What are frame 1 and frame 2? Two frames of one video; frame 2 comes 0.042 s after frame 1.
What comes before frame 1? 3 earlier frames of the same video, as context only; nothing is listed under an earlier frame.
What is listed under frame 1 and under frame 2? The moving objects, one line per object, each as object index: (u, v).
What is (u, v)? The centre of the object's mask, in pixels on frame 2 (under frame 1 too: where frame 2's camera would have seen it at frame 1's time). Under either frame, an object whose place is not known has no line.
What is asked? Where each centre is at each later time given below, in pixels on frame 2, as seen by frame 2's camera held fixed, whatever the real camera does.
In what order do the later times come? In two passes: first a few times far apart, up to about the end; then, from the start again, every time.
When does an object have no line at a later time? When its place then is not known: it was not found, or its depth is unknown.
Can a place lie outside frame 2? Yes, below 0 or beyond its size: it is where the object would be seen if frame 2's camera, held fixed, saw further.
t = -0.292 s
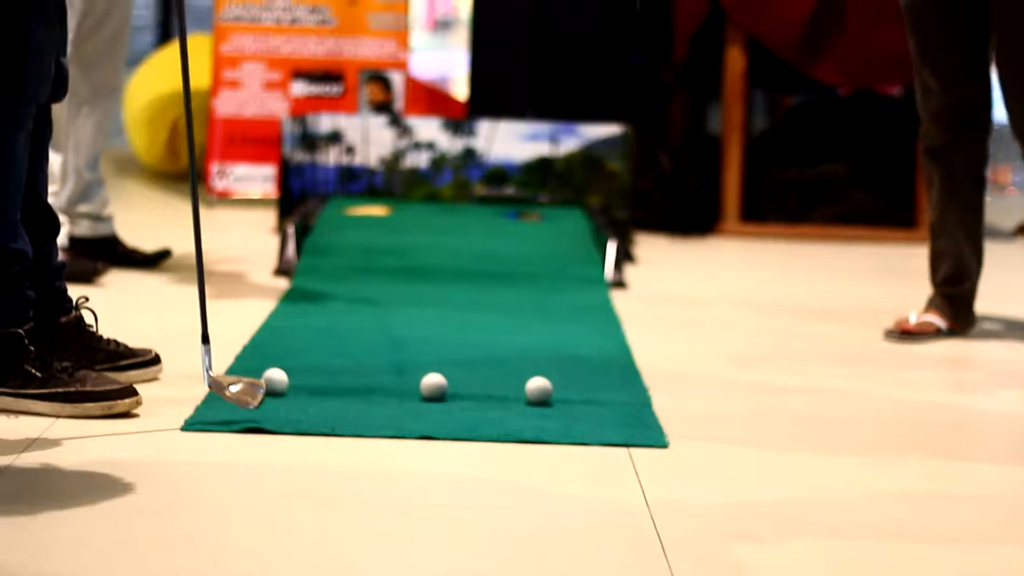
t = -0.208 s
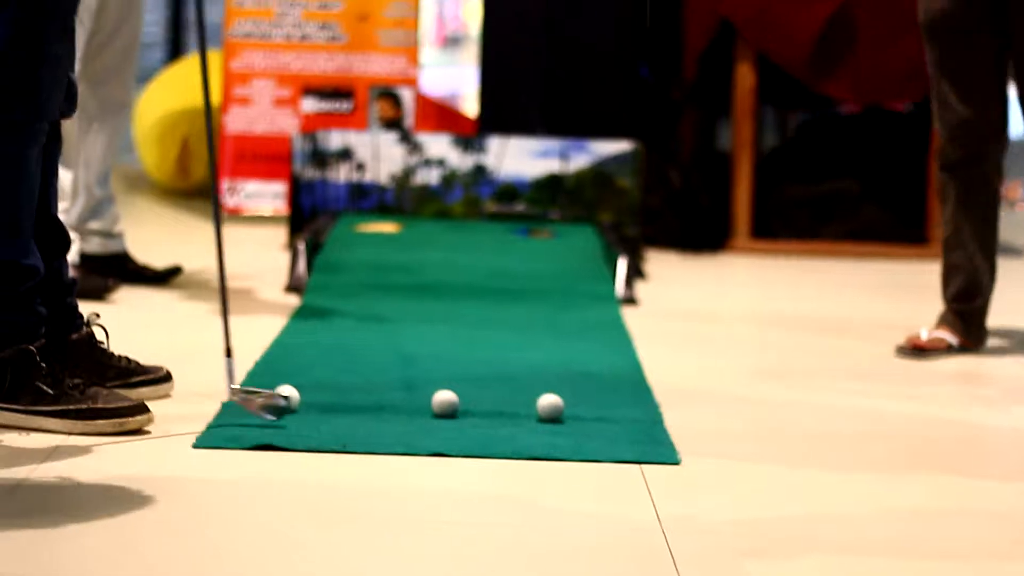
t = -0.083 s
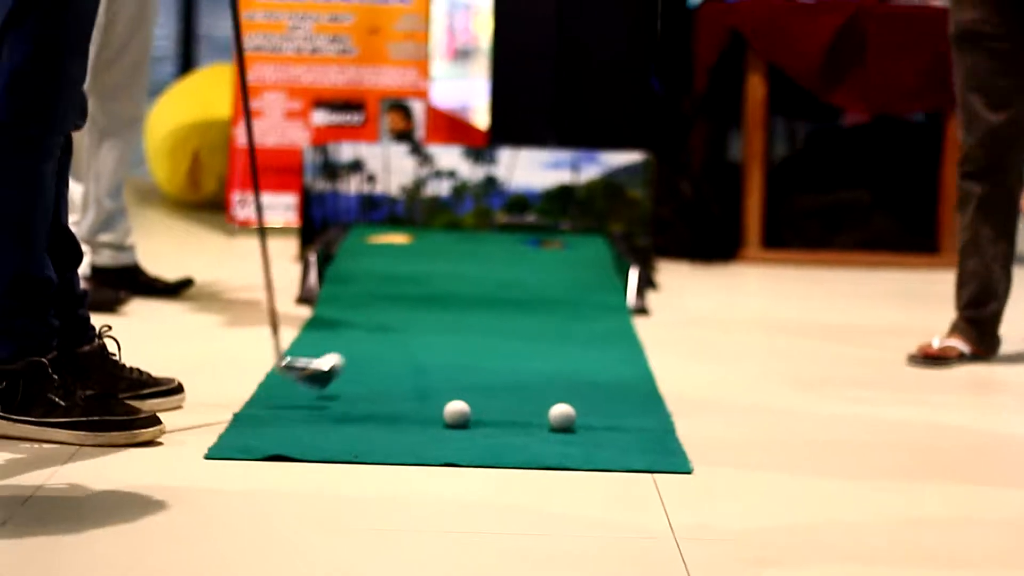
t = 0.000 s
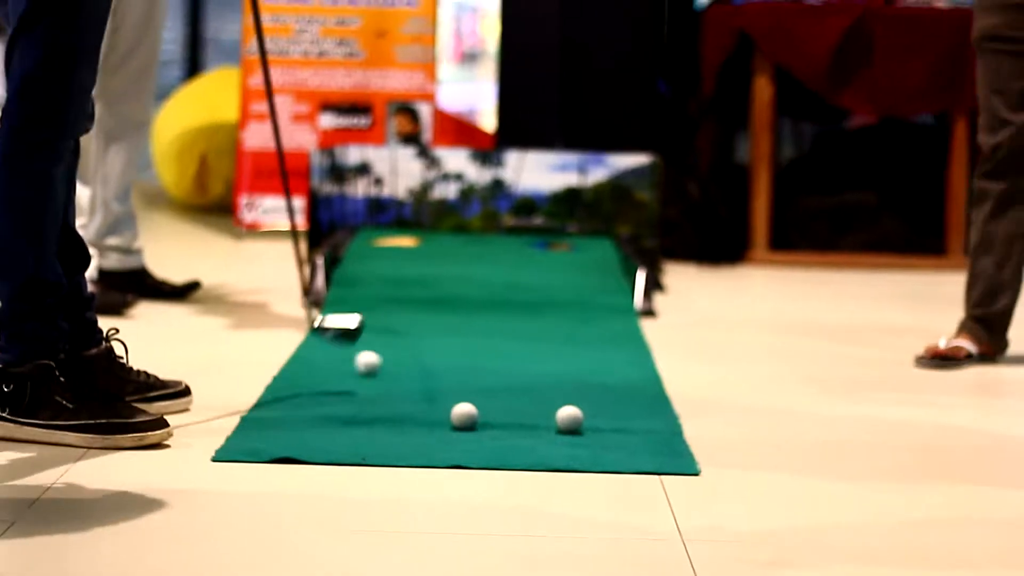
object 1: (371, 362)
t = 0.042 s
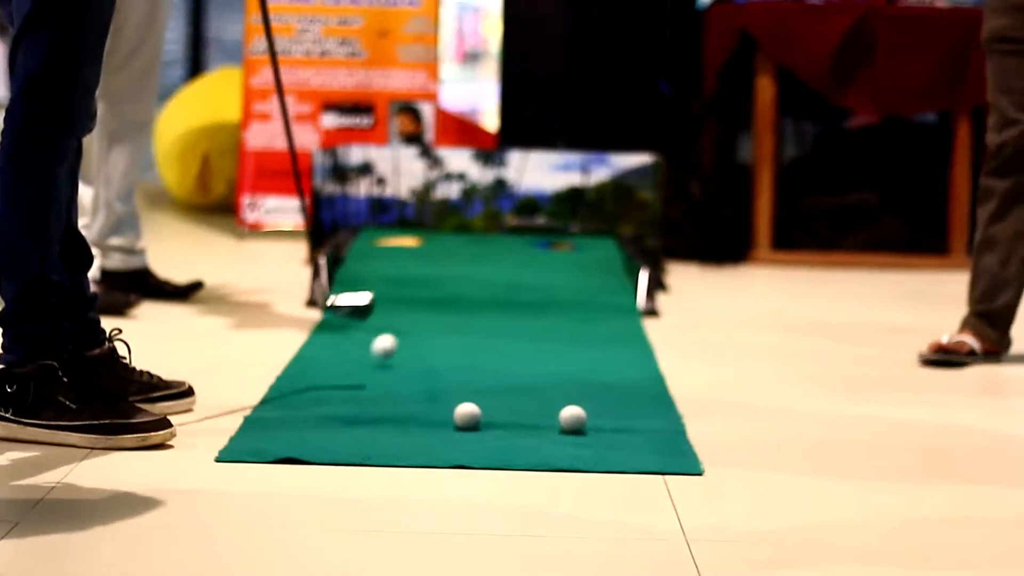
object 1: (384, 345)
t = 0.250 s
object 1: (436, 309)
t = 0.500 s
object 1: (472, 262)
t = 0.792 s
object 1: (496, 245)
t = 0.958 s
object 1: (505, 236)
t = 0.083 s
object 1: (397, 333)
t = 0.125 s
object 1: (408, 331)
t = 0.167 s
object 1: (419, 327)
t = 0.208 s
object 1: (428, 314)
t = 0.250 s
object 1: (436, 309)
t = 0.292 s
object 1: (445, 312)
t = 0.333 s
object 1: (451, 305)
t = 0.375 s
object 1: (458, 296)
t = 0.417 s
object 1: (463, 287)
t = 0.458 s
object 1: (467, 274)
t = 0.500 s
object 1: (472, 262)
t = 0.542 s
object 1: (476, 258)
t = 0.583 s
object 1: (479, 260)
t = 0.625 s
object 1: (482, 257)
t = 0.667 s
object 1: (486, 256)
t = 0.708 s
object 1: (490, 253)
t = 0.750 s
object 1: (493, 248)
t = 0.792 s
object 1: (496, 245)
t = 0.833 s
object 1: (498, 241)
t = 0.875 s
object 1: (500, 238)
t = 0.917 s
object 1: (503, 236)
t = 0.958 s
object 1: (505, 236)
